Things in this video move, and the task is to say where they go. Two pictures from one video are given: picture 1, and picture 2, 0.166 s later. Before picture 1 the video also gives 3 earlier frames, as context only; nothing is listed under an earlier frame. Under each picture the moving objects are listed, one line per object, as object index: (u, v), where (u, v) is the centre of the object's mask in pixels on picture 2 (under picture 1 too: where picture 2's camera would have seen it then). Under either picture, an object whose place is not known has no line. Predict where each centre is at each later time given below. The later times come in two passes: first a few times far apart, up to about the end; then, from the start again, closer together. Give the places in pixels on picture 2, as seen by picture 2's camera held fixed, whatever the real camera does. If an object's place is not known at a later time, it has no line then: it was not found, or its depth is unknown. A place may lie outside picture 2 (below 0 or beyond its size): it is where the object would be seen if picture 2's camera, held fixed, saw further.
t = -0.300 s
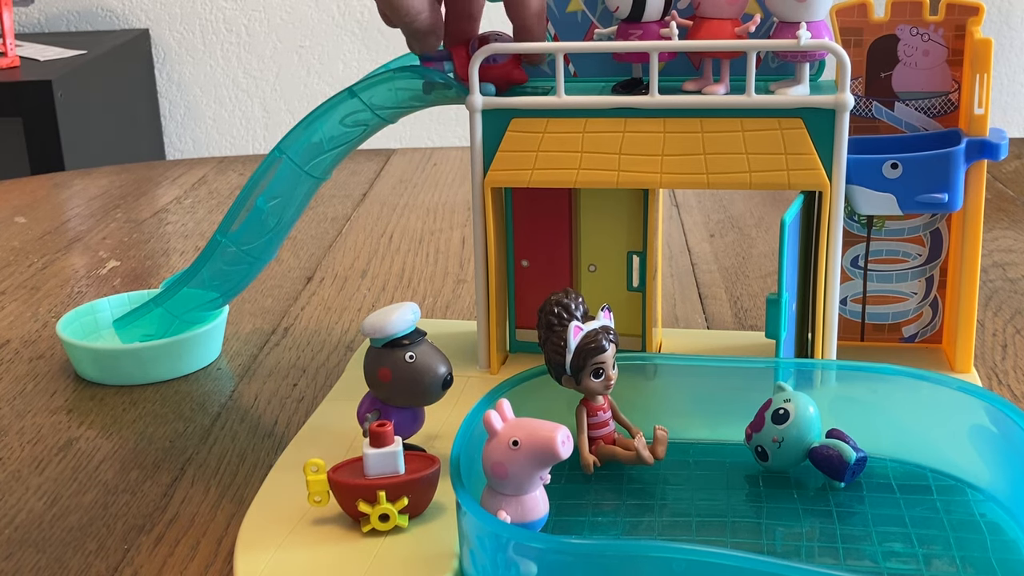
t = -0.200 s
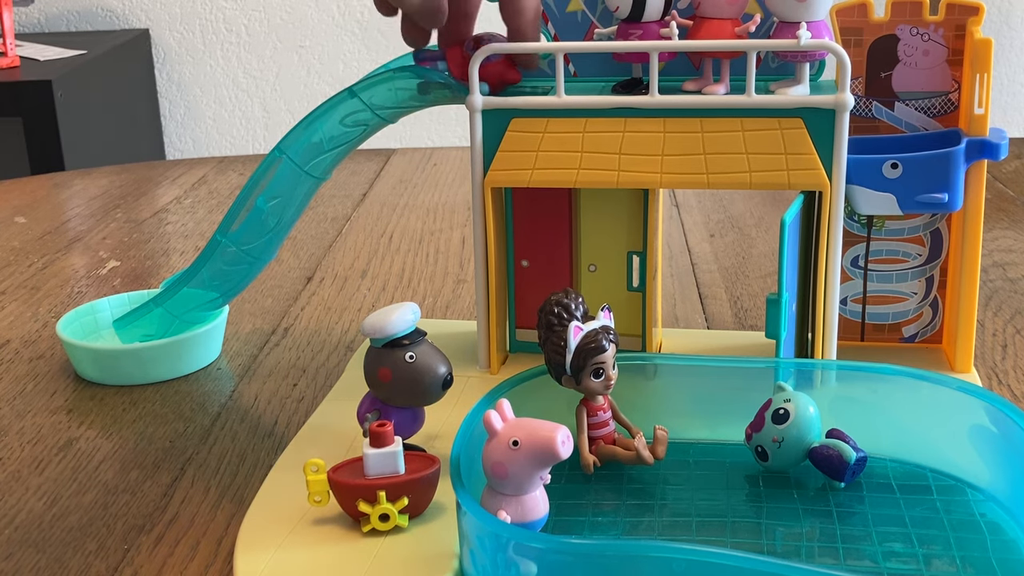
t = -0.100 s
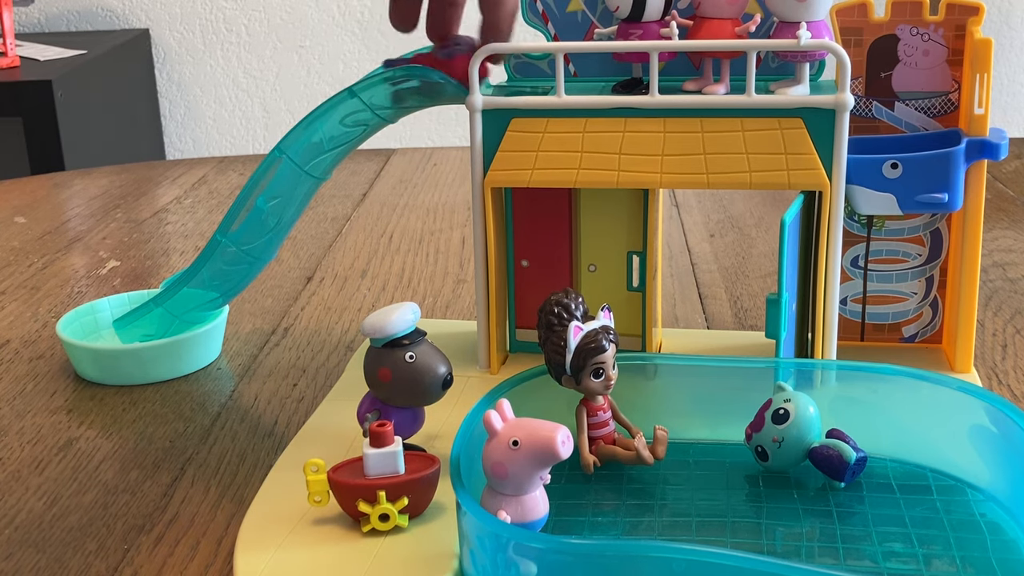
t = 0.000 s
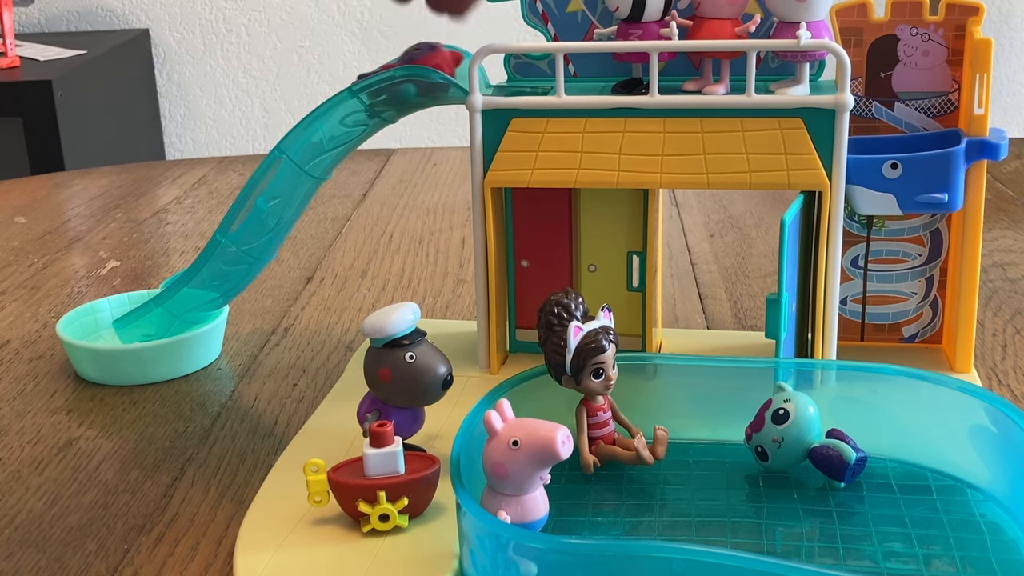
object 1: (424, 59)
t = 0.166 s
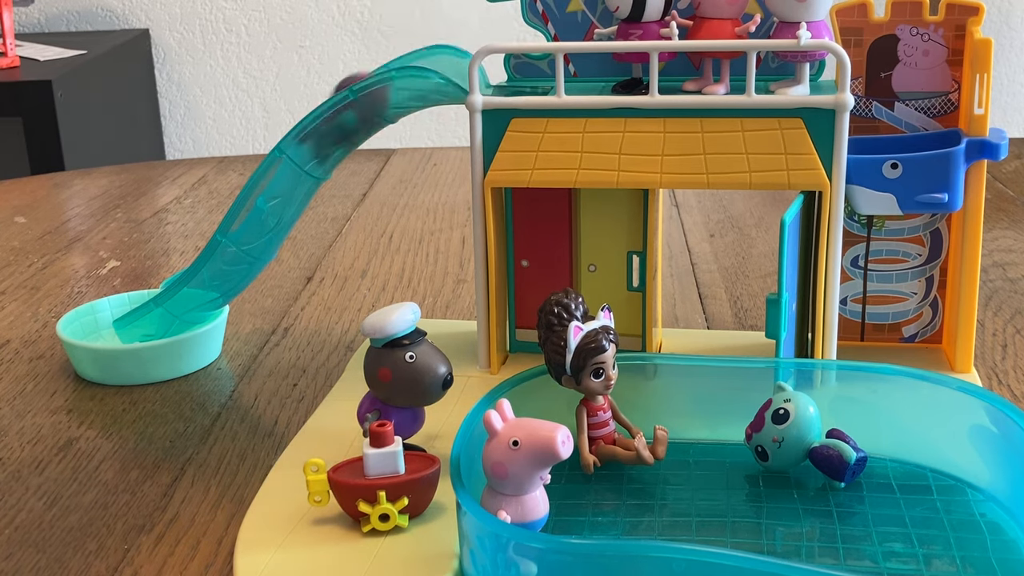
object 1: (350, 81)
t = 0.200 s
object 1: (322, 100)
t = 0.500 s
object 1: (92, 320)
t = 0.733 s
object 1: (90, 322)
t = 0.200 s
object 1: (322, 100)
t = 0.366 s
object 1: (110, 308)
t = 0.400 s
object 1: (95, 316)
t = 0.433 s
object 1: (93, 318)
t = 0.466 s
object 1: (93, 319)
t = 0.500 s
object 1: (92, 320)
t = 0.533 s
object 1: (89, 320)
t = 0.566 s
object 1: (91, 320)
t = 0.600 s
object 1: (90, 321)
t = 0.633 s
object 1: (89, 321)
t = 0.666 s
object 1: (90, 322)
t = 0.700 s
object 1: (90, 322)
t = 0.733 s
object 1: (90, 322)
